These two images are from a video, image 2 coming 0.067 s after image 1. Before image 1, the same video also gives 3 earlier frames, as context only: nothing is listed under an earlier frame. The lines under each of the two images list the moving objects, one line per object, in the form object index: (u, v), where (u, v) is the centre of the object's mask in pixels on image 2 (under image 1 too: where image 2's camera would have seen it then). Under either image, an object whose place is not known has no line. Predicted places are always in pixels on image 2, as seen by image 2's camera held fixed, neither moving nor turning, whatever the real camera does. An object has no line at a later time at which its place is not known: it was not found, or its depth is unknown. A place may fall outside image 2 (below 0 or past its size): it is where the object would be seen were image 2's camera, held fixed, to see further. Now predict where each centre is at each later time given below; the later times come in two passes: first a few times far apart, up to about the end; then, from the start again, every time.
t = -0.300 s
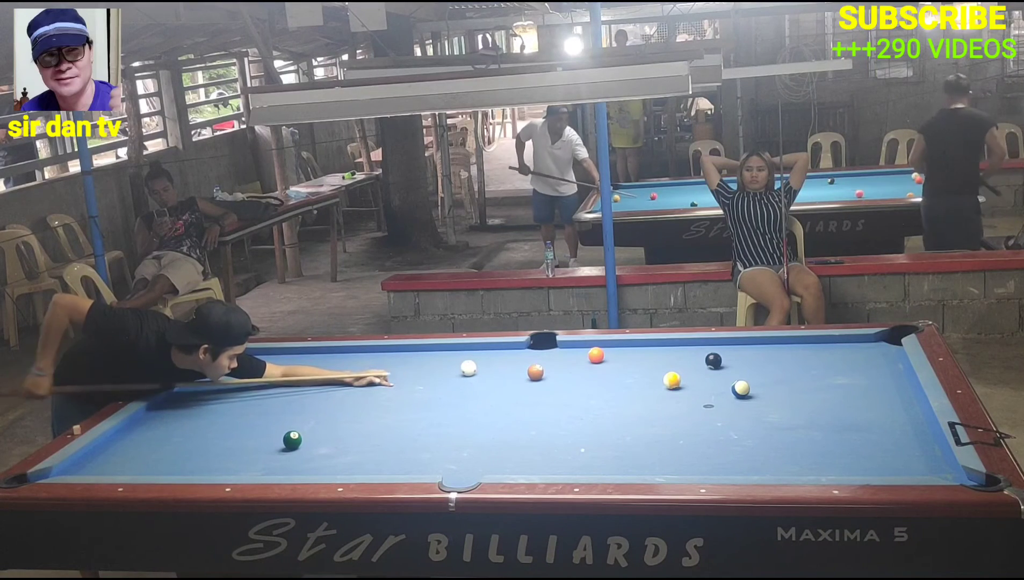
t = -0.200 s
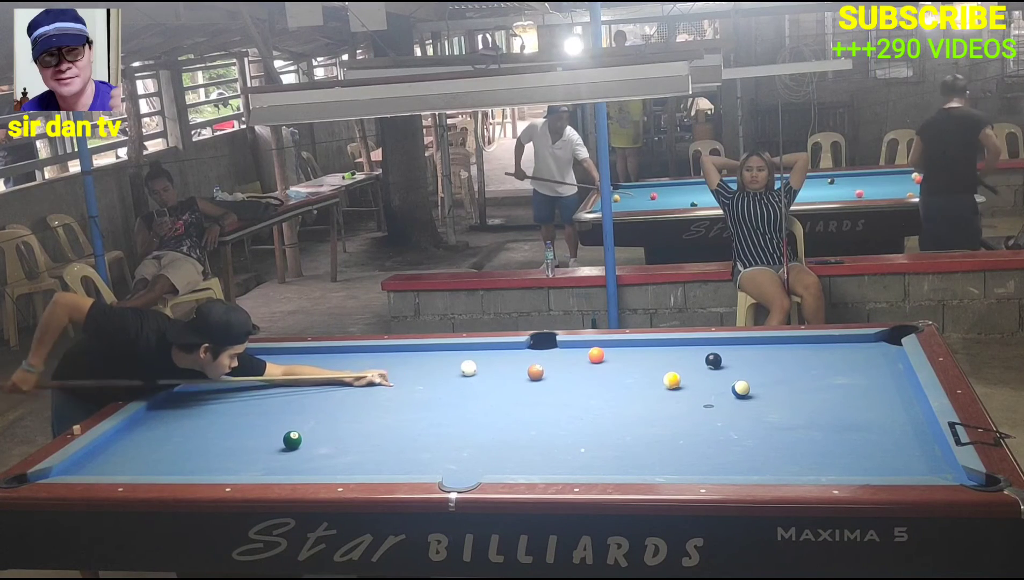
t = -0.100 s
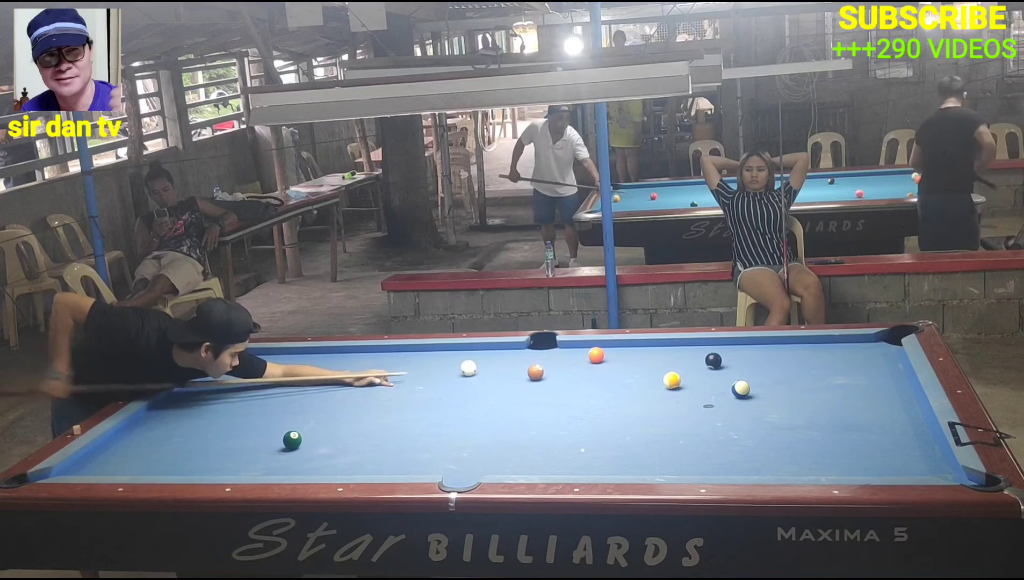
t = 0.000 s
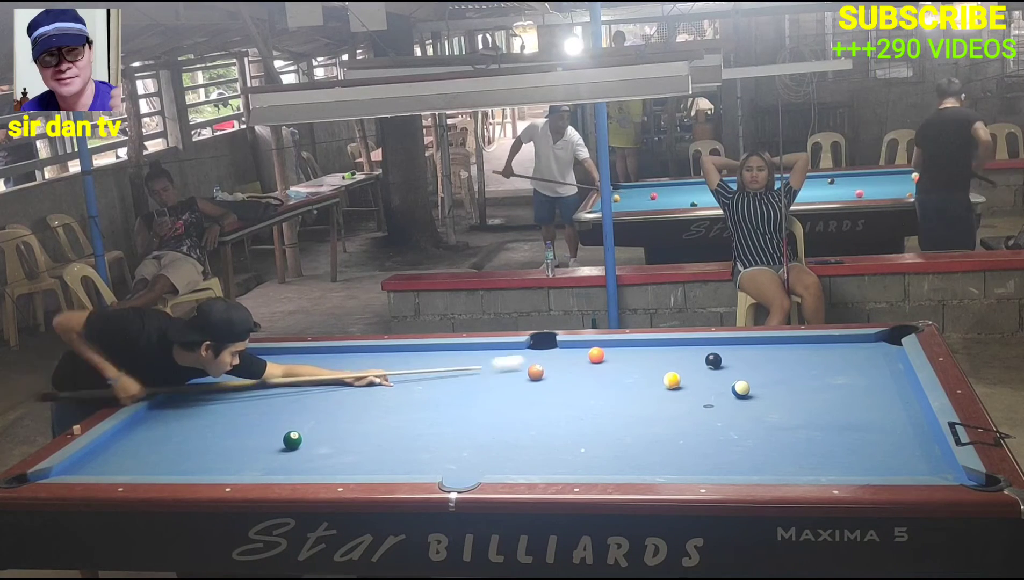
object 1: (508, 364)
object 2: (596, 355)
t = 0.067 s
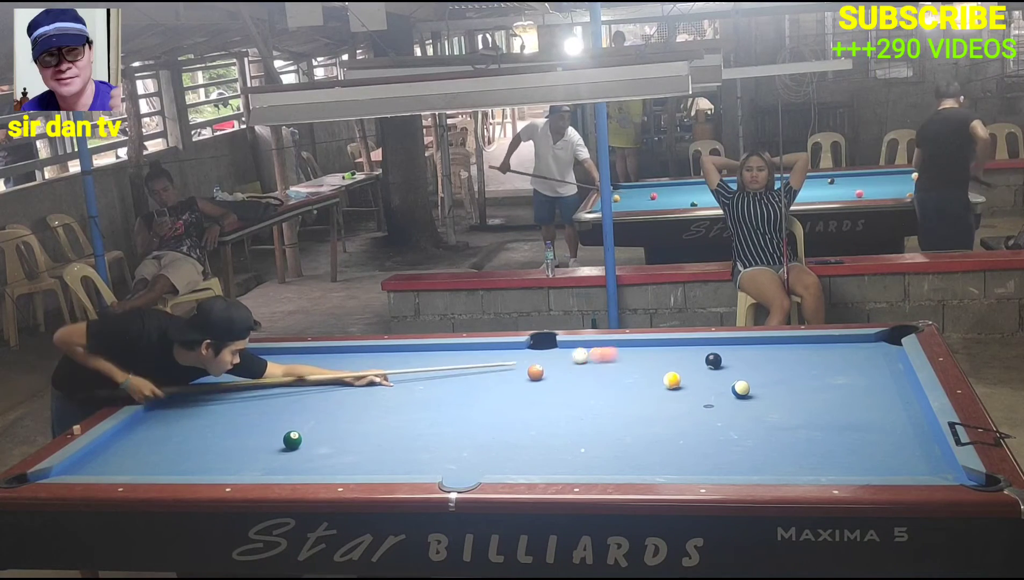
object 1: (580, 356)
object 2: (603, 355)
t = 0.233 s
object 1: (582, 350)
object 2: (775, 343)
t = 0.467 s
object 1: (581, 346)
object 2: (894, 335)
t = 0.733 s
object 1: (569, 350)
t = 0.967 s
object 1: (559, 354)
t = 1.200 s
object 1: (551, 357)
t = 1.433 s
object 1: (544, 360)
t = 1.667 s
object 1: (537, 362)
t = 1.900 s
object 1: (529, 364)
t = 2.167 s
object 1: (523, 369)
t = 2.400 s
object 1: (520, 371)
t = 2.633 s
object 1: (517, 372)
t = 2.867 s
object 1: (514, 373)
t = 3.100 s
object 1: (514, 374)
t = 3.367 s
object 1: (513, 374)
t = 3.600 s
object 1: (514, 374)
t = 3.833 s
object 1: (515, 374)
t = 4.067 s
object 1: (514, 374)
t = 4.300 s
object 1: (515, 373)
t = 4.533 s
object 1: (515, 373)
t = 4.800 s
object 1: (514, 374)
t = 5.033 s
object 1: (515, 373)
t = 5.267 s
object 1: (515, 373)
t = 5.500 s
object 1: (515, 373)
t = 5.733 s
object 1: (514, 374)
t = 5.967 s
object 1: (515, 373)
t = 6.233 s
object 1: (514, 374)
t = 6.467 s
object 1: (515, 373)
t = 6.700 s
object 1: (515, 373)
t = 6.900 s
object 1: (514, 374)
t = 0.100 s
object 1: (581, 355)
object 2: (639, 352)
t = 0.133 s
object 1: (581, 353)
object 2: (675, 350)
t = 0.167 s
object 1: (581, 352)
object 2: (709, 347)
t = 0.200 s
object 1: (582, 351)
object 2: (742, 346)
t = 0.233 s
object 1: (582, 350)
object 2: (775, 343)
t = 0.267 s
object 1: (583, 349)
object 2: (806, 342)
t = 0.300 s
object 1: (583, 347)
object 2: (836, 340)
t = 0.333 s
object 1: (584, 346)
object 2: (865, 339)
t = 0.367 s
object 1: (584, 345)
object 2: (889, 338)
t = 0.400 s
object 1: (584, 345)
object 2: (894, 335)
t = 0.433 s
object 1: (582, 345)
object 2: (890, 335)
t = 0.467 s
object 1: (581, 346)
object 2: (894, 335)
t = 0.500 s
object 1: (579, 346)
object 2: (897, 336)
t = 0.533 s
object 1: (578, 347)
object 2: (901, 337)
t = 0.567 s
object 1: (577, 347)
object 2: (901, 339)
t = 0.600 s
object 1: (575, 348)
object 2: (899, 343)
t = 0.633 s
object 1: (574, 348)
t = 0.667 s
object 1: (572, 349)
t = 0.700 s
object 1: (571, 349)
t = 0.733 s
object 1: (569, 350)
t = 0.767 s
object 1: (568, 351)
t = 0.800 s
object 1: (566, 351)
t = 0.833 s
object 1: (565, 352)
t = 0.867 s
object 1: (564, 352)
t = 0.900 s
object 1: (562, 353)
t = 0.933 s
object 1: (561, 353)
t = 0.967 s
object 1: (559, 354)
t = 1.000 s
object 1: (559, 354)
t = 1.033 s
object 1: (557, 355)
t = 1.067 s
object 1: (556, 355)
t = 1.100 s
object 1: (554, 356)
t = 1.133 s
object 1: (553, 356)
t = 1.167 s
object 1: (552, 357)
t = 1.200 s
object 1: (551, 357)
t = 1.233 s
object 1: (550, 358)
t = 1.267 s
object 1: (549, 358)
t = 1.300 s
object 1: (547, 359)
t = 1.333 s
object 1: (546, 359)
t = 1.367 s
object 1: (545, 360)
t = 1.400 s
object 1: (545, 360)
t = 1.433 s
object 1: (544, 360)
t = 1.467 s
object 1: (543, 361)
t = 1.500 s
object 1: (542, 361)
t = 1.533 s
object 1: (541, 361)
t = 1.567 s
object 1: (540, 361)
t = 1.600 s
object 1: (539, 362)
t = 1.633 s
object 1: (538, 362)
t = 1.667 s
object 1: (537, 362)
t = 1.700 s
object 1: (535, 362)
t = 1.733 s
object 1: (534, 362)
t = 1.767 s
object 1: (533, 362)
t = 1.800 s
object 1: (532, 363)
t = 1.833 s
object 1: (531, 363)
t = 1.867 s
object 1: (530, 364)
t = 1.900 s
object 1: (529, 364)
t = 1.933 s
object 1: (528, 365)
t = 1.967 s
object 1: (527, 366)
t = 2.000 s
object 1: (526, 366)
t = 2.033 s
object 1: (525, 367)
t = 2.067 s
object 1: (525, 367)
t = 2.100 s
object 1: (524, 368)
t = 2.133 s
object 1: (524, 369)
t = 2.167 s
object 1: (523, 369)
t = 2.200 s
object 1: (523, 369)
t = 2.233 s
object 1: (522, 370)
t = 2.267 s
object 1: (522, 370)
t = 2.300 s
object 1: (521, 370)
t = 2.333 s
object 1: (521, 371)
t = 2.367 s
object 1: (520, 371)
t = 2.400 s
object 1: (520, 371)
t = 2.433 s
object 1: (520, 371)
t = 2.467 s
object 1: (520, 371)
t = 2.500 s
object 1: (519, 372)
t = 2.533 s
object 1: (519, 372)
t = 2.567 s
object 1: (518, 372)
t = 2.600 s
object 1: (518, 372)
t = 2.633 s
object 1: (517, 372)
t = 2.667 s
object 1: (517, 372)
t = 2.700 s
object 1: (517, 373)
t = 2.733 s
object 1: (516, 373)
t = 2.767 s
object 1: (516, 373)
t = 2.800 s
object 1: (515, 373)
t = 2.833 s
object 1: (515, 373)
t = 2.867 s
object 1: (514, 373)
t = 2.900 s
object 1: (514, 374)
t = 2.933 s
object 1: (514, 374)
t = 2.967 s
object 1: (514, 374)
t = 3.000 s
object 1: (514, 374)
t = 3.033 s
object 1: (514, 374)
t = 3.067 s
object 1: (514, 374)
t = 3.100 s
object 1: (514, 374)
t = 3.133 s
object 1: (513, 374)
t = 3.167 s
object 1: (513, 374)
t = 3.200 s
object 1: (513, 374)
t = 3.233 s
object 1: (513, 374)
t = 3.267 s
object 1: (513, 374)
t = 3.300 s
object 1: (514, 374)
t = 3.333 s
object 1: (514, 374)
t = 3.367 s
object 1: (513, 374)
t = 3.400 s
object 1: (513, 374)
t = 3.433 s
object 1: (513, 374)
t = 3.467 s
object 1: (513, 374)
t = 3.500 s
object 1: (513, 374)
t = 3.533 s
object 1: (514, 374)
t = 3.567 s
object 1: (514, 374)
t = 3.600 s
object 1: (514, 374)
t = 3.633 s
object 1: (514, 374)
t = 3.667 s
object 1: (514, 374)
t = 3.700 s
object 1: (514, 374)
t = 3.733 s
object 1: (514, 374)
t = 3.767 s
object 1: (514, 374)
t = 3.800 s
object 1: (515, 374)
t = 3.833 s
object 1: (515, 374)
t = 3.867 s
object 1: (515, 373)
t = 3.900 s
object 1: (515, 374)
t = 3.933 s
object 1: (515, 374)
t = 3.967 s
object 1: (515, 374)
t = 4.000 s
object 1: (515, 374)
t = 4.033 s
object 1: (515, 374)
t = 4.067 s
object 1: (514, 374)
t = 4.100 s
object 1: (514, 374)
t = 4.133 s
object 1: (515, 373)
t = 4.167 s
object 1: (514, 374)
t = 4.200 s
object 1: (514, 374)
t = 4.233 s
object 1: (515, 374)
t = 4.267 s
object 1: (515, 374)
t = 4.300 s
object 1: (515, 373)
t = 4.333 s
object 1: (515, 373)
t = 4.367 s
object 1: (515, 373)
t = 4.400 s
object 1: (515, 373)
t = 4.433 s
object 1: (515, 373)
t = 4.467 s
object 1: (515, 373)
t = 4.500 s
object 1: (515, 373)
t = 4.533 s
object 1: (515, 373)
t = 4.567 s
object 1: (515, 374)
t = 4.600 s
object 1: (515, 374)
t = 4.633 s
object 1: (515, 374)
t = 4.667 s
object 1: (515, 374)
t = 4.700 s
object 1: (515, 373)
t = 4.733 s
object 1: (515, 373)
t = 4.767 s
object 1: (515, 373)
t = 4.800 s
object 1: (514, 374)
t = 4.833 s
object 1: (515, 373)
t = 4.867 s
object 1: (515, 373)
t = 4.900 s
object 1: (515, 373)
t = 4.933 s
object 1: (515, 373)
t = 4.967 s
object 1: (515, 373)
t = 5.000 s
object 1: (515, 374)
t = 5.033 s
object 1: (515, 373)
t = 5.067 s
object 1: (515, 373)
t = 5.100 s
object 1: (515, 373)
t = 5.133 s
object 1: (515, 373)
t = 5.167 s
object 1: (515, 373)
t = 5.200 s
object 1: (515, 373)
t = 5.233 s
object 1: (515, 374)
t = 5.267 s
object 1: (515, 373)
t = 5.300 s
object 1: (515, 373)
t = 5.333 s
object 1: (515, 373)
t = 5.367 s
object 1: (515, 373)
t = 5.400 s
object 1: (515, 373)
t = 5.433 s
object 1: (515, 373)
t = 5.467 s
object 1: (515, 373)
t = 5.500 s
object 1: (515, 373)
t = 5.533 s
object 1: (515, 373)
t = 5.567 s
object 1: (515, 373)
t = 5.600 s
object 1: (514, 374)
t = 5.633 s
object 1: (514, 374)
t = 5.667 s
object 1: (514, 373)
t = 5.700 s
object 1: (514, 374)
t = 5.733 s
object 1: (514, 374)
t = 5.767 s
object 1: (514, 373)
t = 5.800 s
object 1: (514, 373)
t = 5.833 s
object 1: (514, 374)
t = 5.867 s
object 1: (515, 373)
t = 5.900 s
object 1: (514, 374)
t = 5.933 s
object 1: (514, 374)
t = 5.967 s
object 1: (515, 373)
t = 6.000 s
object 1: (515, 373)
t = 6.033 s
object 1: (515, 373)
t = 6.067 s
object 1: (515, 373)
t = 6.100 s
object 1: (515, 374)
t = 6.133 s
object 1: (514, 374)
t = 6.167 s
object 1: (515, 373)
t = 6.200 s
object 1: (515, 373)
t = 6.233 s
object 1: (514, 374)
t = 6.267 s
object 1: (515, 373)
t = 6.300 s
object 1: (515, 373)
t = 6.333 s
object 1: (515, 374)
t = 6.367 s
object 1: (515, 373)
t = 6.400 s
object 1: (515, 373)
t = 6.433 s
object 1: (514, 374)
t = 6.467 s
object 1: (515, 373)
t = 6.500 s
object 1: (514, 374)
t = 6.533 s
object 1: (514, 374)
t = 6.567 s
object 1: (515, 373)
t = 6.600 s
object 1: (514, 374)
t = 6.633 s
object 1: (515, 373)
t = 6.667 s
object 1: (515, 373)
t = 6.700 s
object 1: (515, 373)
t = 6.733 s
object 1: (515, 374)
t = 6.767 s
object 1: (515, 374)
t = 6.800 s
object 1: (515, 373)
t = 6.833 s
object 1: (515, 373)
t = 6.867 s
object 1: (515, 374)
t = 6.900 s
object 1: (514, 374)
